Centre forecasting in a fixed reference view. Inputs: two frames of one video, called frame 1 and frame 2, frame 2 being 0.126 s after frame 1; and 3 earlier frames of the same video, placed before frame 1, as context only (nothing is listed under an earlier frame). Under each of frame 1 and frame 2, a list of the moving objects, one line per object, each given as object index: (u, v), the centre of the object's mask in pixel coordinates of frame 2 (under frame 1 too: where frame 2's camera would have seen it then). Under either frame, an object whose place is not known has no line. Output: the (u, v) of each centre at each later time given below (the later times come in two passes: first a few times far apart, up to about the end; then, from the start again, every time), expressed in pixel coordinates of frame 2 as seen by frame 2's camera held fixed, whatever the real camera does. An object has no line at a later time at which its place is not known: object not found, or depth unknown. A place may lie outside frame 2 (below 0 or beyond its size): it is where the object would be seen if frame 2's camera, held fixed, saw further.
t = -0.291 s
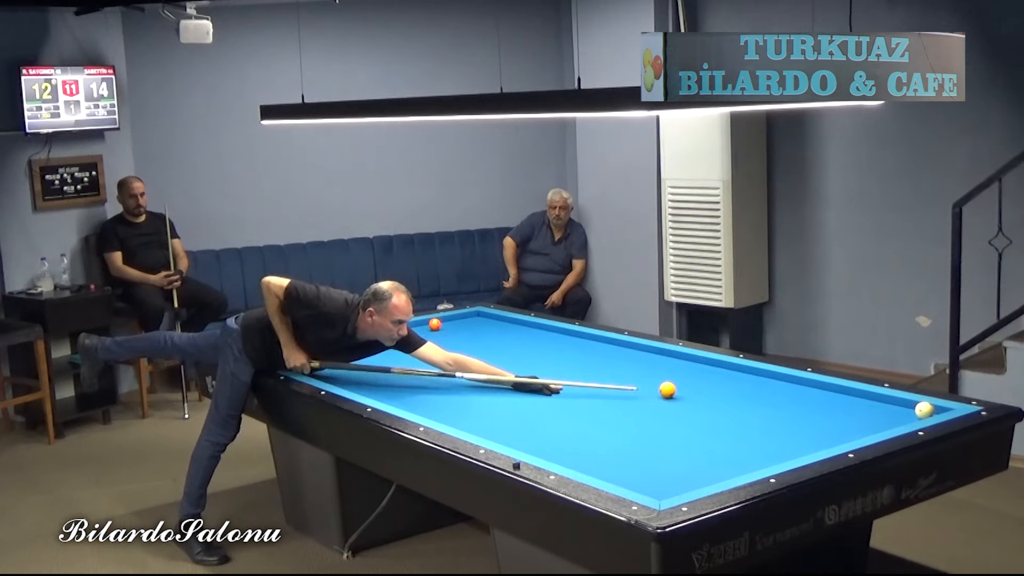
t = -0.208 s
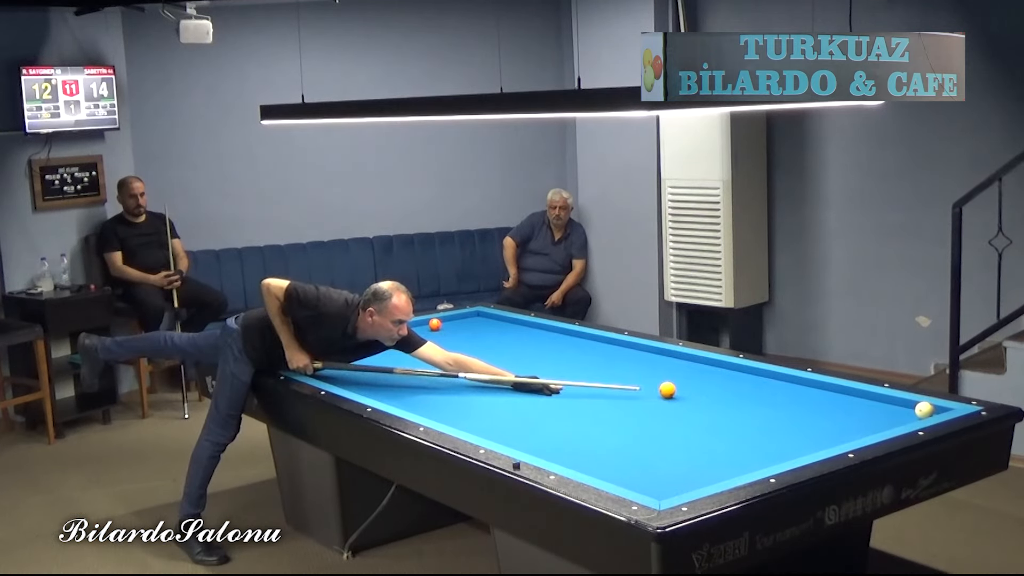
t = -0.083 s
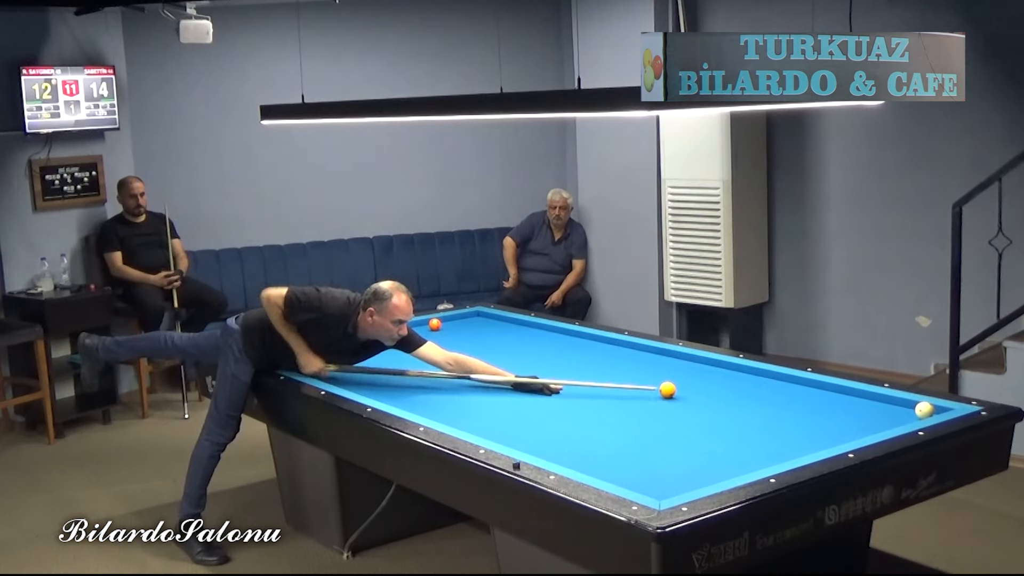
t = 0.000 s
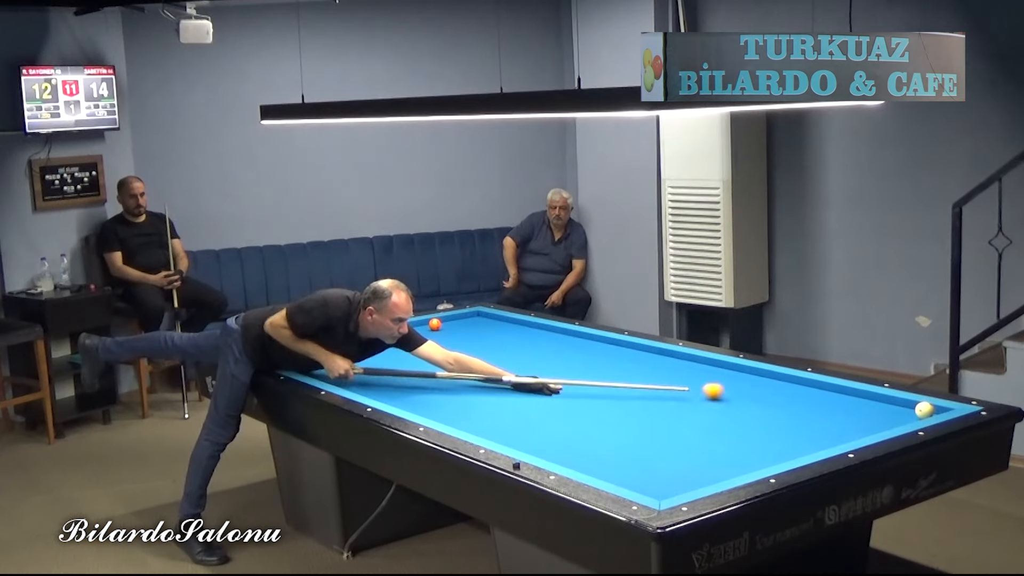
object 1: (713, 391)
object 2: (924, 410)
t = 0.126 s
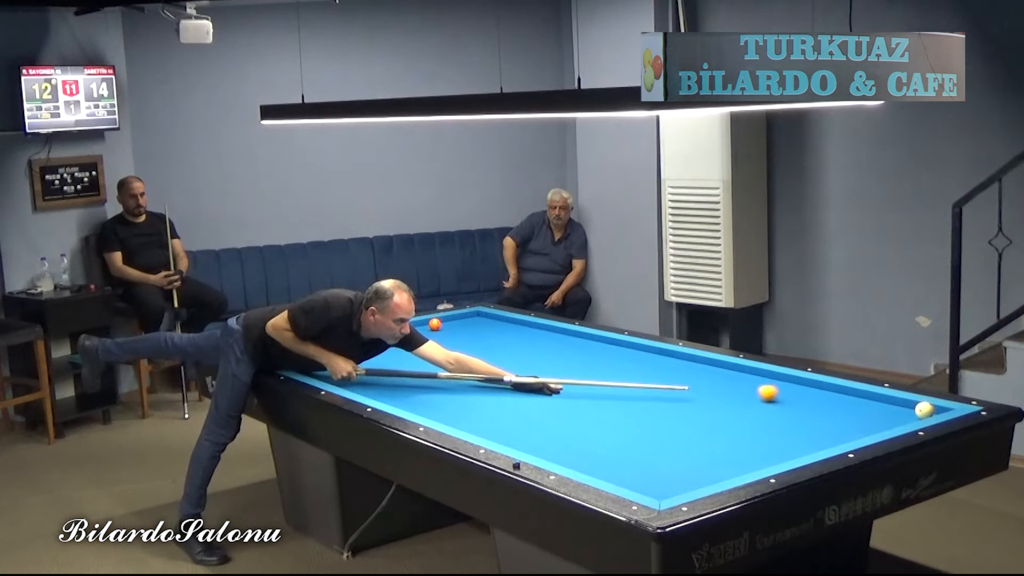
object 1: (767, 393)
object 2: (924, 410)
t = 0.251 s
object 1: (821, 395)
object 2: (924, 410)
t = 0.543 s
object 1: (906, 413)
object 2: (930, 409)
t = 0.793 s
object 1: (864, 424)
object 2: (935, 408)
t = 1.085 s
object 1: (778, 430)
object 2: (917, 408)
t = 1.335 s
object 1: (709, 436)
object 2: (903, 407)
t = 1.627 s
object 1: (621, 443)
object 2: (887, 407)
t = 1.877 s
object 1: (551, 448)
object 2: (875, 406)
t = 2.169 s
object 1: (528, 437)
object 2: (861, 405)
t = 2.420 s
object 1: (532, 423)
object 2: (851, 404)
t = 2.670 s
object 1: (535, 410)
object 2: (841, 404)
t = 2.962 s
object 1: (539, 396)
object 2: (830, 403)
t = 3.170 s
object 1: (541, 387)
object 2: (823, 403)
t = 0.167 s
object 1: (785, 394)
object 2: (924, 410)
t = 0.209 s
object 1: (803, 394)
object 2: (924, 410)
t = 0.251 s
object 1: (821, 395)
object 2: (924, 410)
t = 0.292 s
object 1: (839, 395)
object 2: (924, 410)
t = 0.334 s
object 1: (857, 396)
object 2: (924, 410)
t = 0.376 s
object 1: (875, 397)
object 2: (924, 410)
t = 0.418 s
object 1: (887, 400)
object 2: (924, 410)
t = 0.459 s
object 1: (894, 404)
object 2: (924, 410)
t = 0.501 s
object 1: (905, 409)
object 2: (924, 410)
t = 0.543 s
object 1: (906, 413)
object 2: (930, 409)
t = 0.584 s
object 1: (908, 416)
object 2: (936, 409)
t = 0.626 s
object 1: (910, 418)
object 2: (941, 408)
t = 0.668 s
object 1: (900, 419)
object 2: (941, 408)
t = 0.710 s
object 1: (887, 421)
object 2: (939, 408)
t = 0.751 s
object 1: (875, 423)
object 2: (937, 408)
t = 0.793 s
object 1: (864, 424)
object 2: (935, 408)
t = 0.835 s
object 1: (853, 425)
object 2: (933, 408)
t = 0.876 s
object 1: (841, 426)
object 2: (930, 408)
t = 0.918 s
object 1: (830, 427)
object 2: (927, 408)
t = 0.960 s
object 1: (818, 428)
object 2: (925, 408)
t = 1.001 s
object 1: (801, 429)
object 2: (922, 408)
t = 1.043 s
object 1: (789, 430)
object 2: (919, 408)
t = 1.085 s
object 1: (778, 430)
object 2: (917, 408)
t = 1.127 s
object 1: (766, 432)
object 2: (915, 408)
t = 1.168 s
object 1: (755, 432)
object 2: (912, 408)
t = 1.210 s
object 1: (743, 433)
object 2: (910, 408)
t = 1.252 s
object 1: (732, 434)
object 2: (908, 408)
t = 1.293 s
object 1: (720, 435)
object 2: (905, 408)
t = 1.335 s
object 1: (709, 436)
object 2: (903, 407)
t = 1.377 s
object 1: (697, 437)
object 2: (901, 407)
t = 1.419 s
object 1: (685, 438)
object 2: (899, 407)
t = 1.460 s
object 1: (668, 439)
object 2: (895, 407)
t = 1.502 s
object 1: (656, 440)
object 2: (894, 407)
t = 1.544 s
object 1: (644, 441)
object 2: (891, 407)
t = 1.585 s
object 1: (633, 442)
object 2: (889, 407)
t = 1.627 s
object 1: (621, 443)
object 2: (887, 407)
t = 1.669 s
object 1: (610, 444)
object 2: (885, 406)
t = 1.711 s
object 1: (598, 445)
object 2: (883, 406)
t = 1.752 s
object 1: (587, 446)
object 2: (881, 406)
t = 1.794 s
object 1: (575, 447)
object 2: (879, 406)
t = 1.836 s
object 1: (563, 448)
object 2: (877, 406)
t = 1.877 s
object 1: (551, 448)
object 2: (875, 406)
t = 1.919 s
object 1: (540, 448)
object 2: (873, 406)
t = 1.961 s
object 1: (525, 447)
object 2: (870, 406)
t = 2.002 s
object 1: (525, 446)
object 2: (869, 405)
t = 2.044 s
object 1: (527, 444)
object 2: (867, 405)
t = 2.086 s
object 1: (527, 442)
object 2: (865, 405)
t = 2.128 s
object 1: (528, 440)
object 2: (863, 405)
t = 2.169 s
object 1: (528, 437)
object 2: (861, 405)
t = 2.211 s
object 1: (529, 435)
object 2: (859, 405)
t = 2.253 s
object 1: (530, 433)
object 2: (858, 405)
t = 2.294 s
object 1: (530, 430)
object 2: (856, 405)
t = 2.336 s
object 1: (531, 428)
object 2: (854, 405)
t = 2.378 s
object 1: (531, 426)
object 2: (853, 405)
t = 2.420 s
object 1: (532, 423)
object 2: (851, 404)
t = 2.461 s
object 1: (533, 420)
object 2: (849, 404)
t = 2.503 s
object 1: (533, 418)
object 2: (847, 404)
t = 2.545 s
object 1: (534, 416)
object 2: (846, 404)
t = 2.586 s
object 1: (534, 414)
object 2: (844, 404)
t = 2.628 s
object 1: (535, 412)
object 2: (842, 404)
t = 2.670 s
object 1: (535, 410)
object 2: (841, 404)
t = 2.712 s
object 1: (536, 408)
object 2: (839, 404)
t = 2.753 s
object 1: (536, 406)
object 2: (838, 404)
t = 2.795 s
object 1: (537, 404)
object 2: (836, 404)
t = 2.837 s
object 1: (537, 402)
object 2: (835, 403)
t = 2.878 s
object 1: (538, 401)
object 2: (833, 403)
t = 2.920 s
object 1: (538, 399)
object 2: (832, 403)
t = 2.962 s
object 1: (539, 396)
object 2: (830, 403)
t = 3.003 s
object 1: (539, 394)
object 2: (829, 403)
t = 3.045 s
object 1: (540, 392)
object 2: (827, 403)
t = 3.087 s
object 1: (540, 391)
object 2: (826, 403)
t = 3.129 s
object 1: (541, 389)
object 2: (825, 403)
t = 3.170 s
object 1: (541, 387)
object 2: (823, 403)
